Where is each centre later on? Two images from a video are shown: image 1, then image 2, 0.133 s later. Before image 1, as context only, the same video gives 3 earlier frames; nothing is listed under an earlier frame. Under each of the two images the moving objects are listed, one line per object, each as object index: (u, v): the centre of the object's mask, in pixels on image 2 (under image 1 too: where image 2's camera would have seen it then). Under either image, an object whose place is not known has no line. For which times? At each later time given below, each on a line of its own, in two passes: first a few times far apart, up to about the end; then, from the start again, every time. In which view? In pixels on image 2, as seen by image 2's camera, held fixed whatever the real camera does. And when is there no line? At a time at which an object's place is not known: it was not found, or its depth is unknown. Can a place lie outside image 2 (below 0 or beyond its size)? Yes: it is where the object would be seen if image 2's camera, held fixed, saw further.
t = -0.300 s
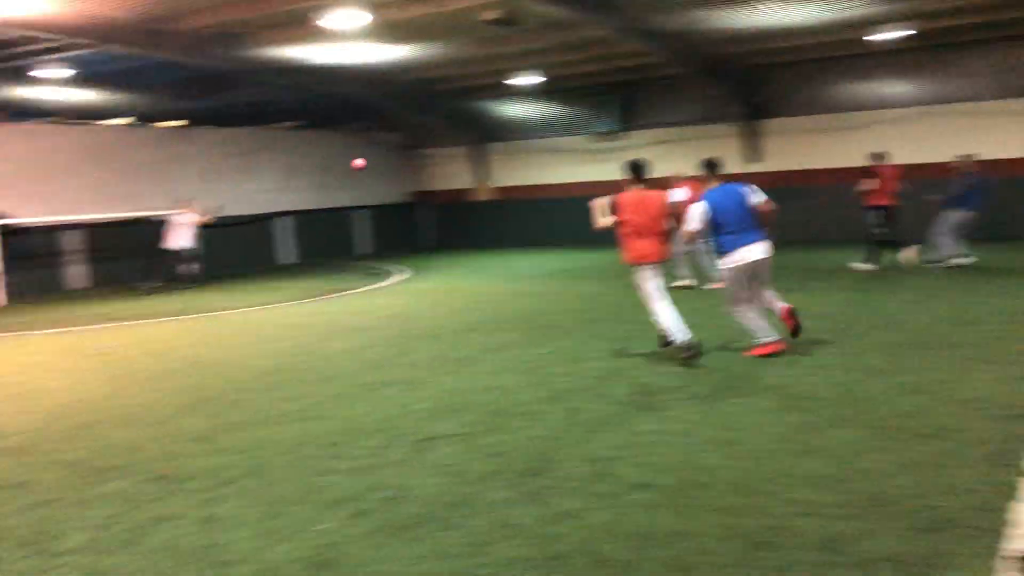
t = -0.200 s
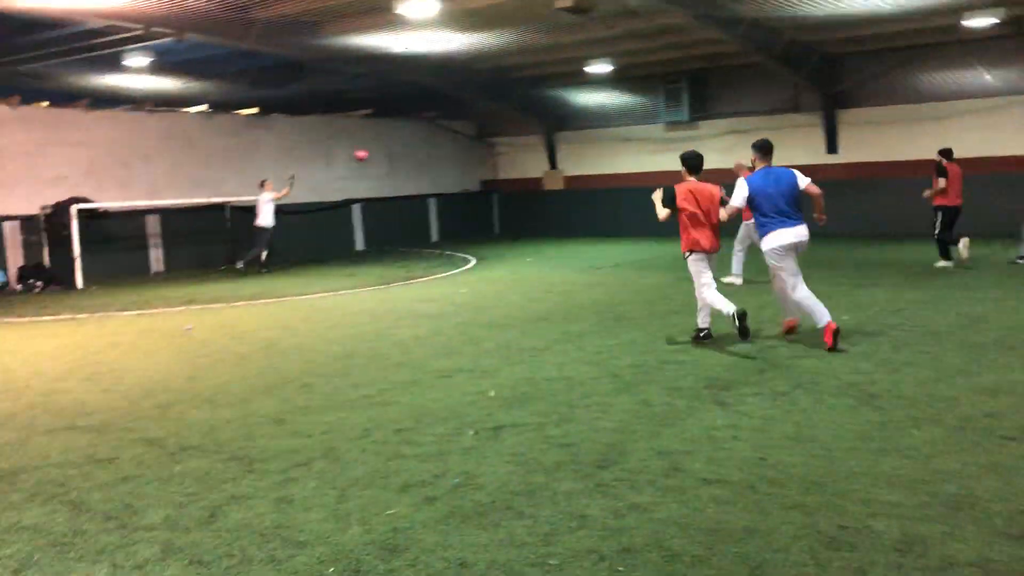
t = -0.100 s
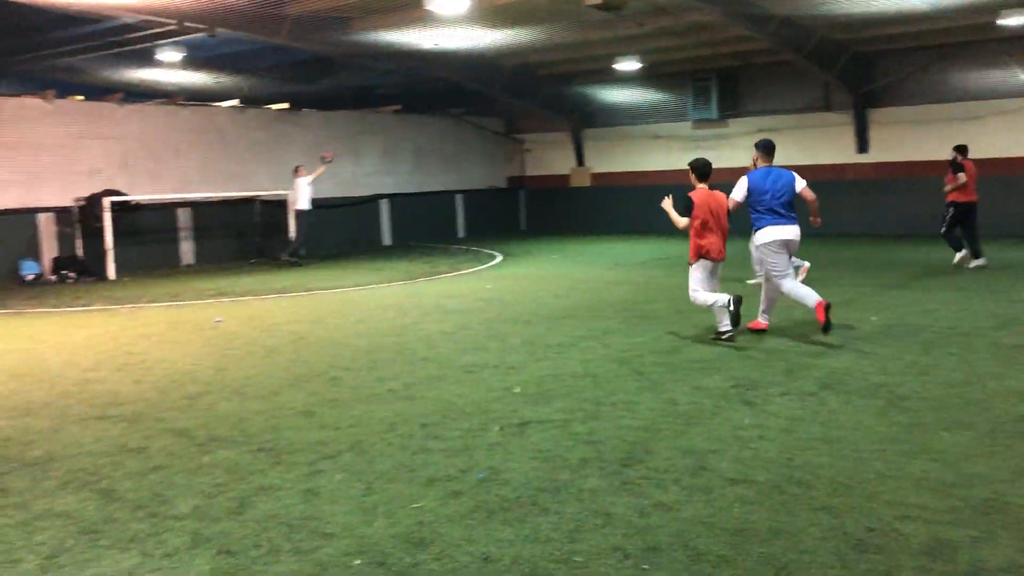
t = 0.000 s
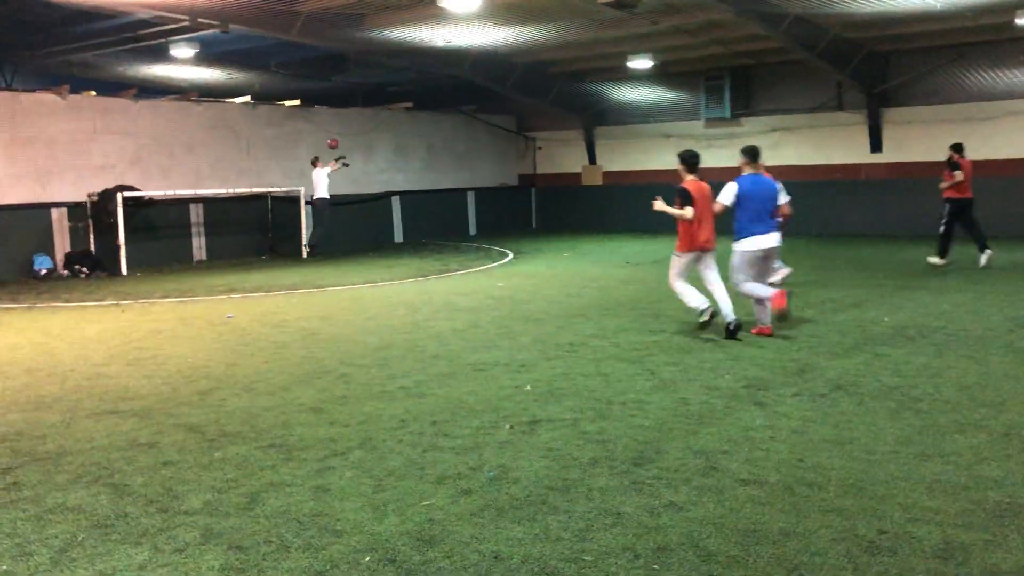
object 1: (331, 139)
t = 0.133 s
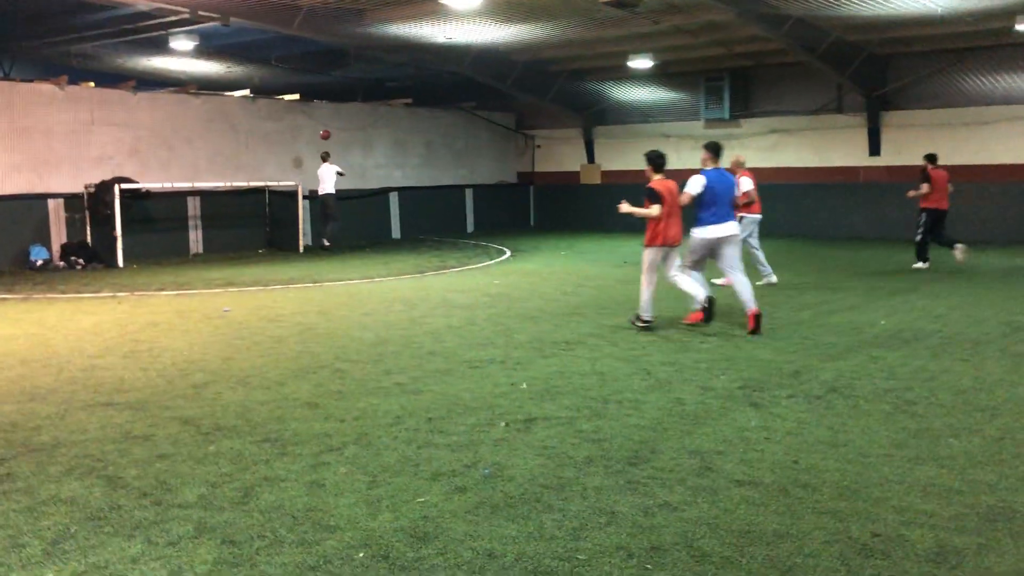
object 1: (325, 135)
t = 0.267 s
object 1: (319, 139)
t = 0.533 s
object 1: (342, 155)
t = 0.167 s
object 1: (324, 135)
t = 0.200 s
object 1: (323, 136)
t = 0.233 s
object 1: (321, 138)
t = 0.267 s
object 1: (319, 139)
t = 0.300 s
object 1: (317, 142)
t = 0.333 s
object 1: (316, 144)
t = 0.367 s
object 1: (316, 147)
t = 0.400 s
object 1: (317, 148)
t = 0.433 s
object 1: (323, 149)
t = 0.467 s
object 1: (329, 151)
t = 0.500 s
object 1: (335, 153)
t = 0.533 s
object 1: (342, 155)
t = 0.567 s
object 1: (348, 158)
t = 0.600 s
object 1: (354, 161)
